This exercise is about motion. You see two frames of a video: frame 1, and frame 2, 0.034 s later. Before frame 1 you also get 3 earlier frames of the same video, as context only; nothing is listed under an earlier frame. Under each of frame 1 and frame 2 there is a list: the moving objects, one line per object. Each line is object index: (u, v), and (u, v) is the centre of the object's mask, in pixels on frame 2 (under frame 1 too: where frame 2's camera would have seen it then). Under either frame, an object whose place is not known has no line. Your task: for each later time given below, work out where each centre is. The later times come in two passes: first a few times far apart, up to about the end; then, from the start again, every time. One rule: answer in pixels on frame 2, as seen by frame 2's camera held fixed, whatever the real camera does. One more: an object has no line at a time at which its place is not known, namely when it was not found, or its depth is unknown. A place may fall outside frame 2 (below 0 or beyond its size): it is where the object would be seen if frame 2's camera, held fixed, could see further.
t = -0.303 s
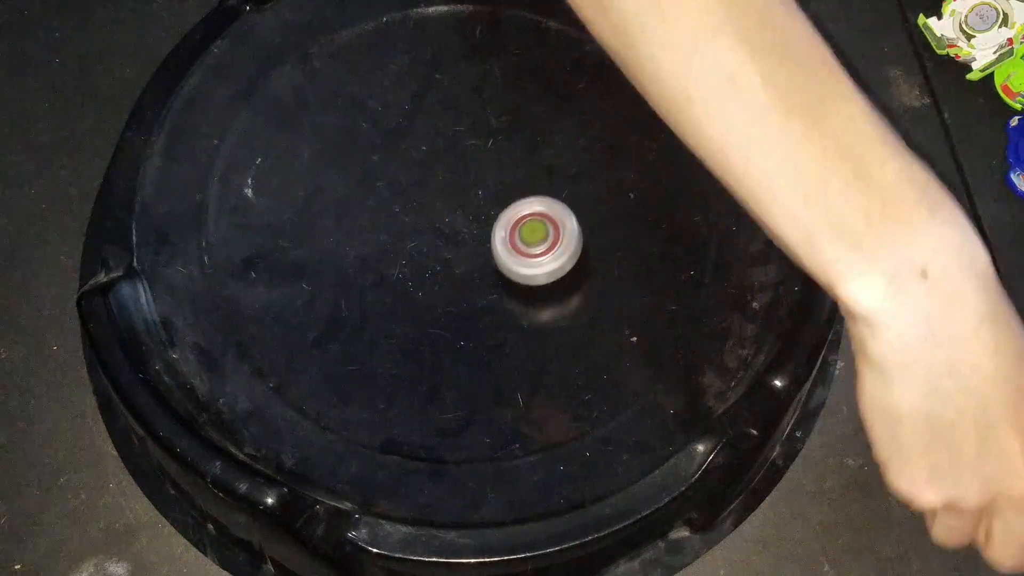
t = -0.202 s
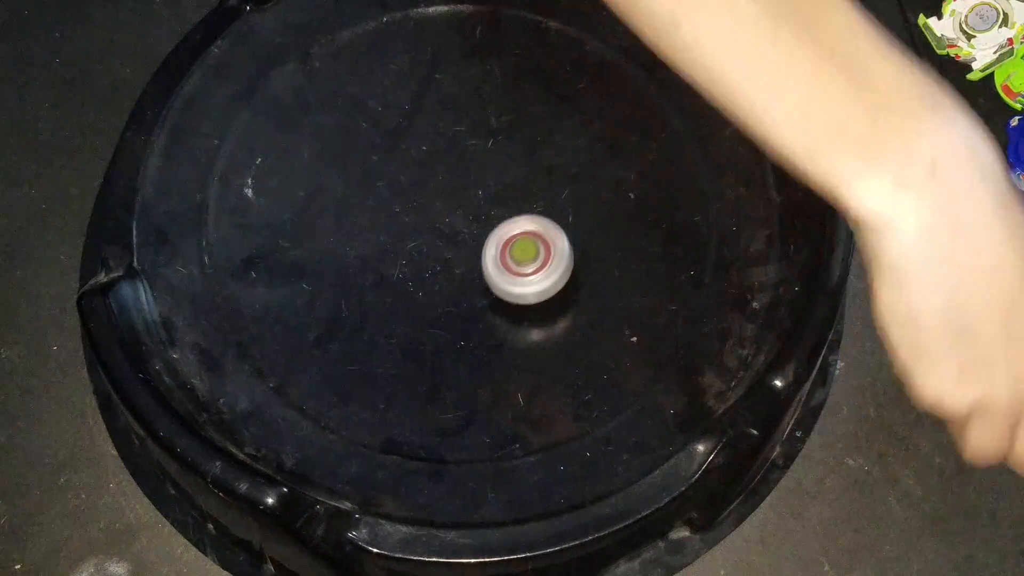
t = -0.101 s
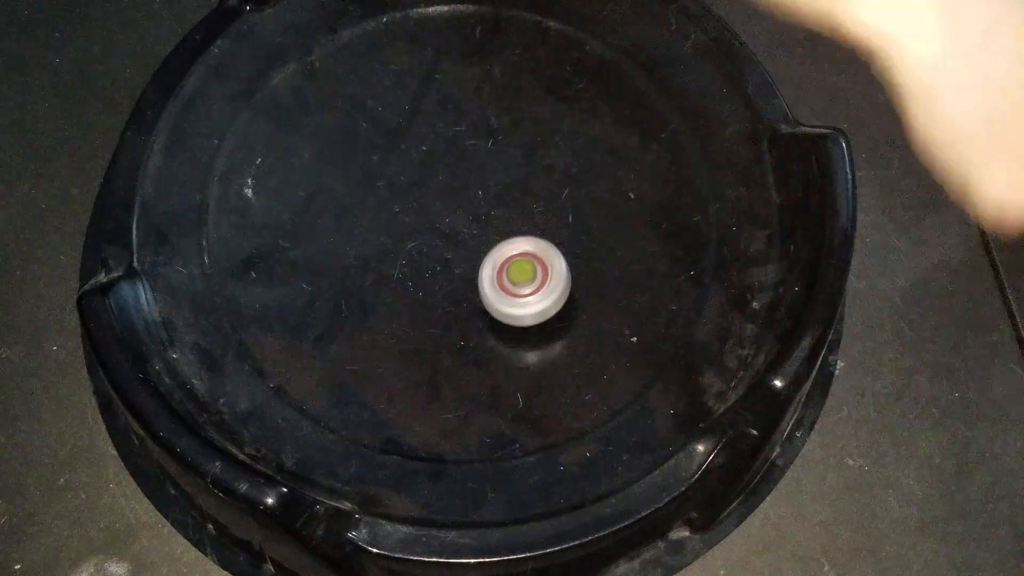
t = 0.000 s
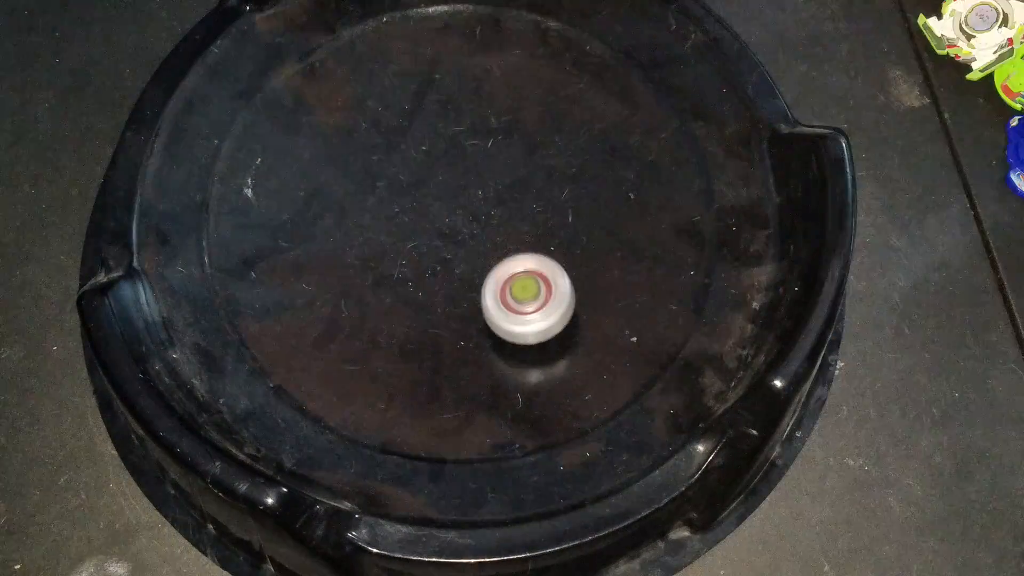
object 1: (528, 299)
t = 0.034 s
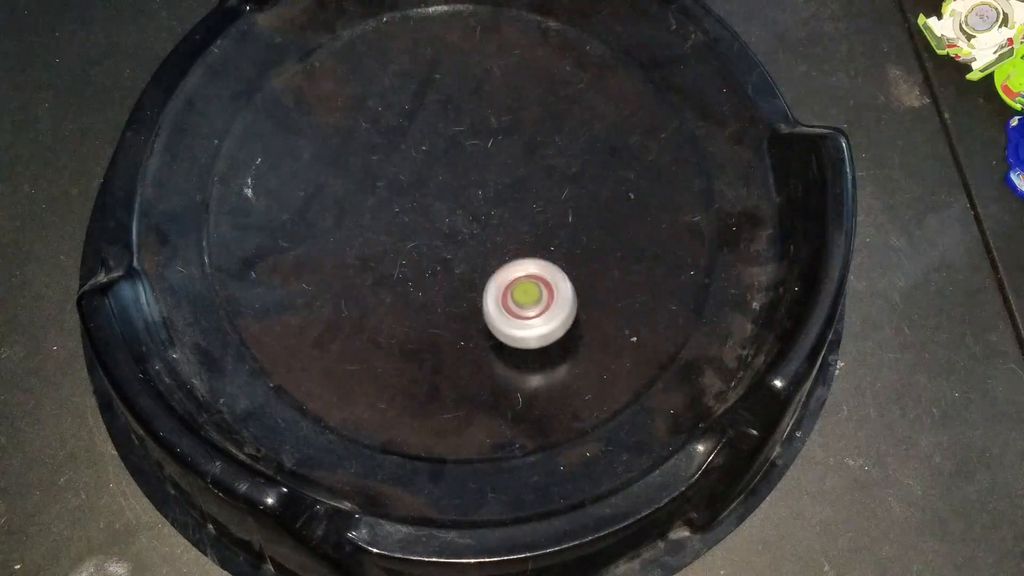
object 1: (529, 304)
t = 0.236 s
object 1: (534, 312)
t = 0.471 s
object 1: (506, 298)
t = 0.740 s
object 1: (447, 286)
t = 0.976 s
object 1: (392, 294)
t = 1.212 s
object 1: (369, 302)
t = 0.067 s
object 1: (531, 307)
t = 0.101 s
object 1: (532, 310)
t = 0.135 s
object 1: (534, 311)
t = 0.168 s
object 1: (535, 312)
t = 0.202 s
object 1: (535, 312)
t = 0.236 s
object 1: (534, 312)
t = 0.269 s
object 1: (533, 311)
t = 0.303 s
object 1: (530, 309)
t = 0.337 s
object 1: (527, 307)
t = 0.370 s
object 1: (523, 305)
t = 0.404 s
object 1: (518, 302)
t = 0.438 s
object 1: (513, 300)
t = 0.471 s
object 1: (506, 298)
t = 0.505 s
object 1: (499, 296)
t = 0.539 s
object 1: (492, 294)
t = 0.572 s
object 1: (485, 292)
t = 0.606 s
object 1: (478, 291)
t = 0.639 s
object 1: (472, 289)
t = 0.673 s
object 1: (465, 288)
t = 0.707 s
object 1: (456, 287)
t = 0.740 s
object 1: (447, 286)
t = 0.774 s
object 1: (438, 285)
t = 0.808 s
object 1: (429, 284)
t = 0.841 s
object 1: (420, 285)
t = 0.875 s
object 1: (412, 287)
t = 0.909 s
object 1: (405, 289)
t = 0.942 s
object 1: (398, 292)
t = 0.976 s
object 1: (392, 294)
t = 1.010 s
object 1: (386, 296)
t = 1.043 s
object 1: (381, 298)
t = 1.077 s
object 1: (377, 299)
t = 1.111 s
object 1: (375, 301)
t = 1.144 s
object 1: (373, 301)
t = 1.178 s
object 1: (371, 302)
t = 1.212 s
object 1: (369, 302)
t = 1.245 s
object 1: (370, 302)
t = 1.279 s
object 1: (372, 303)
